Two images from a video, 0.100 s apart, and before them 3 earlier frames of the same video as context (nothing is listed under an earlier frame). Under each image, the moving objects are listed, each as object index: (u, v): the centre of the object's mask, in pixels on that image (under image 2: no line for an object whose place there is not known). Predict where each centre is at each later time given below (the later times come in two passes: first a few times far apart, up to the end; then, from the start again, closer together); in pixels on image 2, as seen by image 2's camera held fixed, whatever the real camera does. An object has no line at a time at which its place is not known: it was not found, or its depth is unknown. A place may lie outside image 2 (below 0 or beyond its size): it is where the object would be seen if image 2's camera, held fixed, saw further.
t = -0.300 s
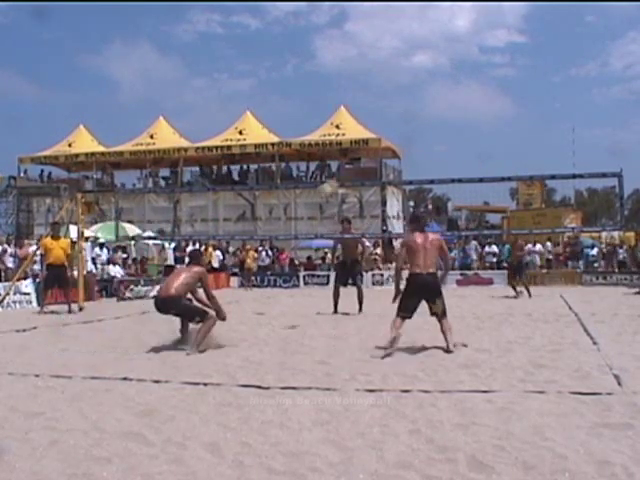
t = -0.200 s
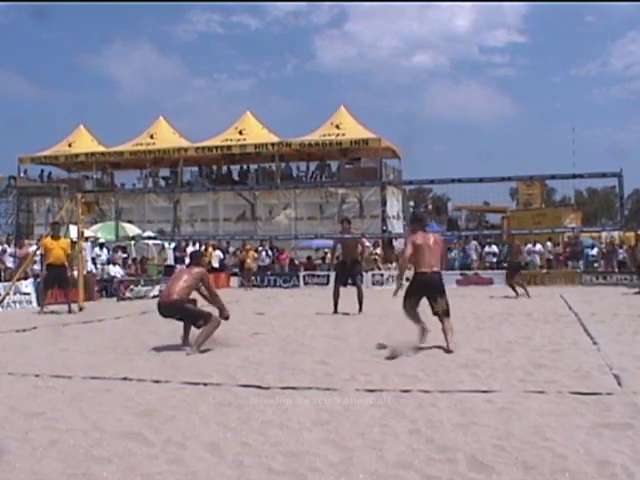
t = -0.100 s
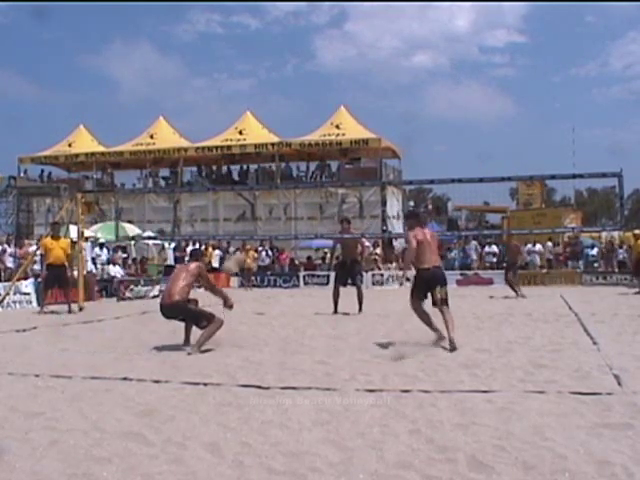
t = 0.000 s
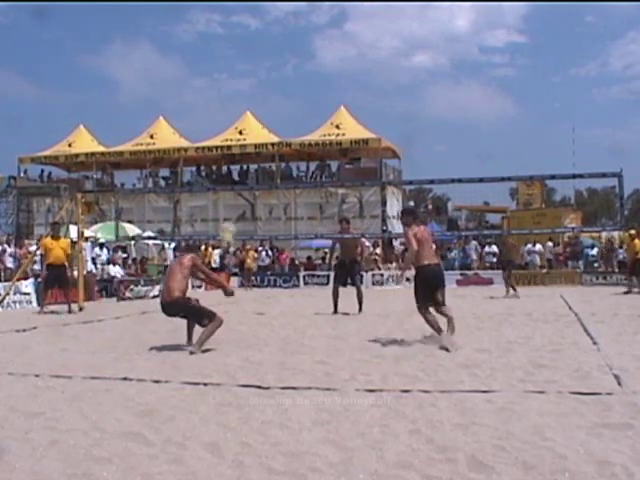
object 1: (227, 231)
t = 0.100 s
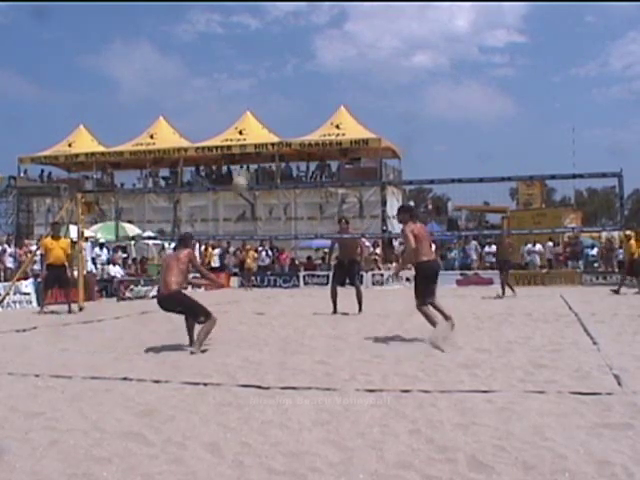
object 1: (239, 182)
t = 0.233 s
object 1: (258, 123)
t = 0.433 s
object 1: (280, 70)
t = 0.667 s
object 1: (304, 45)
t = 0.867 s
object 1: (321, 51)
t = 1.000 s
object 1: (332, 68)
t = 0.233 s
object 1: (258, 123)
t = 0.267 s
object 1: (262, 111)
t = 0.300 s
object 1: (265, 102)
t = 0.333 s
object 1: (270, 92)
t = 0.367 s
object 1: (273, 84)
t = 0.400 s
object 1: (277, 76)
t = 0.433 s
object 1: (280, 70)
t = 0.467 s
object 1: (284, 64)
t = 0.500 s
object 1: (288, 59)
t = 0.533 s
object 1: (291, 55)
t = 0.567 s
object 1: (295, 52)
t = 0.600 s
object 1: (297, 49)
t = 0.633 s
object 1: (300, 47)
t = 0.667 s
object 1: (304, 45)
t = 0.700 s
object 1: (306, 44)
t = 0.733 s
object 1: (309, 45)
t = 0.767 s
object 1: (312, 46)
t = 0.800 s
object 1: (315, 47)
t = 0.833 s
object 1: (318, 49)
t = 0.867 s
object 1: (321, 51)
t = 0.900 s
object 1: (324, 55)
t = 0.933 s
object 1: (327, 59)
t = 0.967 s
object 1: (329, 63)
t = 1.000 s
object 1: (332, 68)
